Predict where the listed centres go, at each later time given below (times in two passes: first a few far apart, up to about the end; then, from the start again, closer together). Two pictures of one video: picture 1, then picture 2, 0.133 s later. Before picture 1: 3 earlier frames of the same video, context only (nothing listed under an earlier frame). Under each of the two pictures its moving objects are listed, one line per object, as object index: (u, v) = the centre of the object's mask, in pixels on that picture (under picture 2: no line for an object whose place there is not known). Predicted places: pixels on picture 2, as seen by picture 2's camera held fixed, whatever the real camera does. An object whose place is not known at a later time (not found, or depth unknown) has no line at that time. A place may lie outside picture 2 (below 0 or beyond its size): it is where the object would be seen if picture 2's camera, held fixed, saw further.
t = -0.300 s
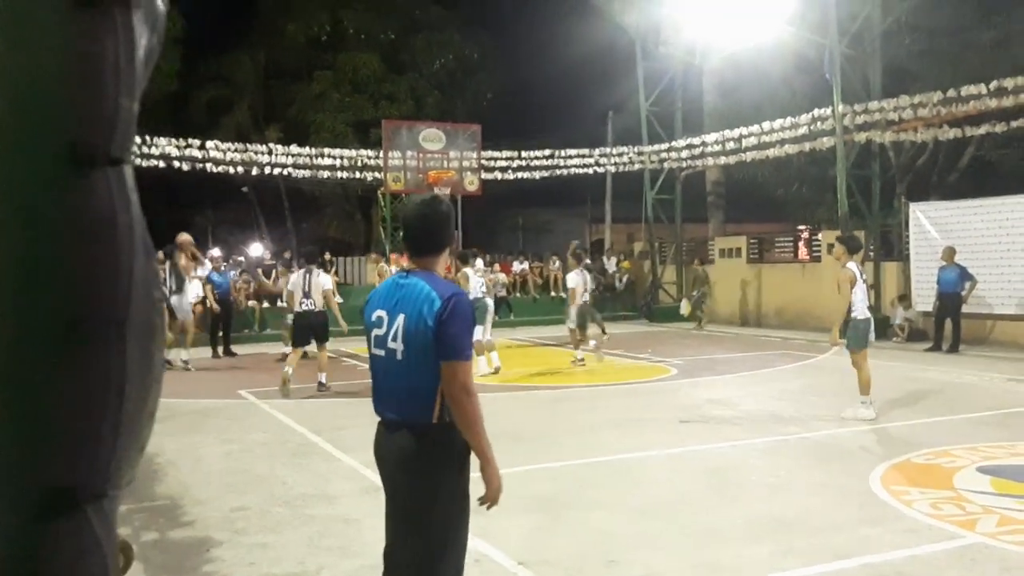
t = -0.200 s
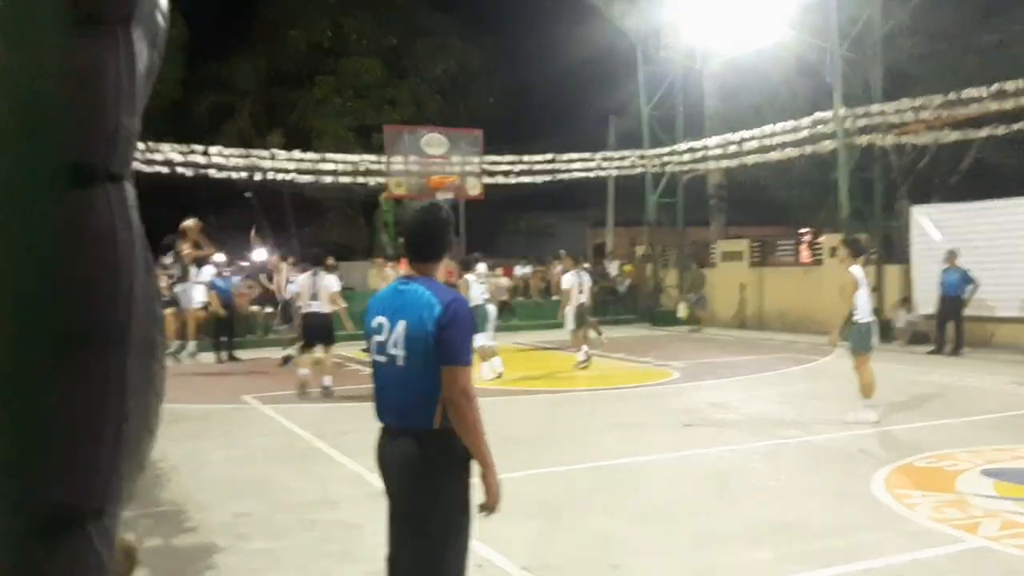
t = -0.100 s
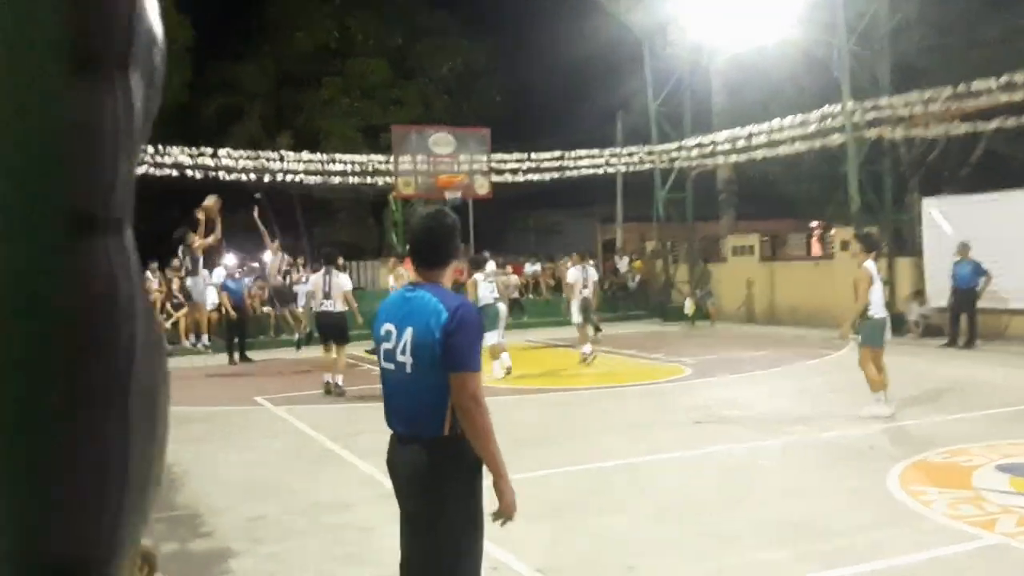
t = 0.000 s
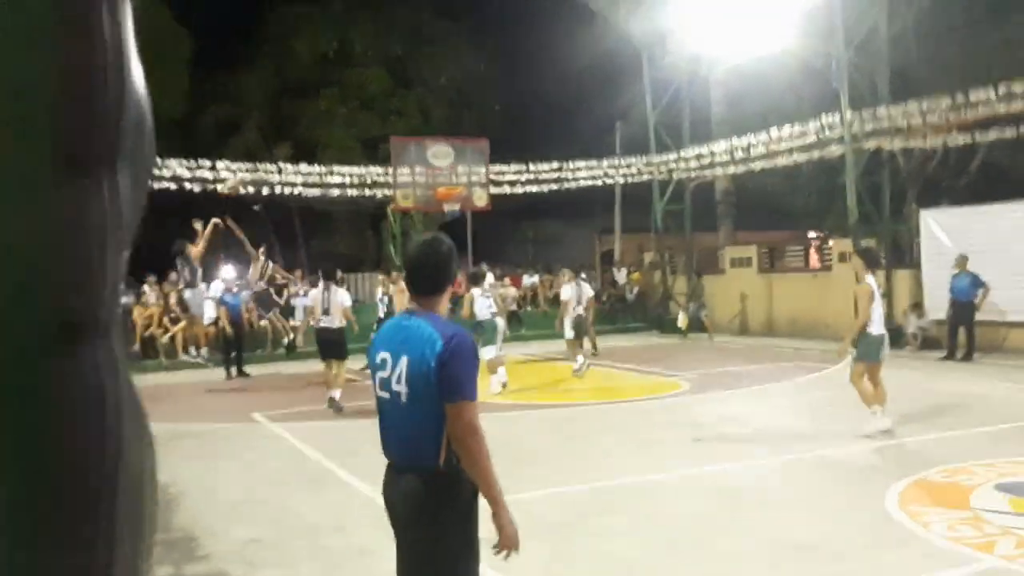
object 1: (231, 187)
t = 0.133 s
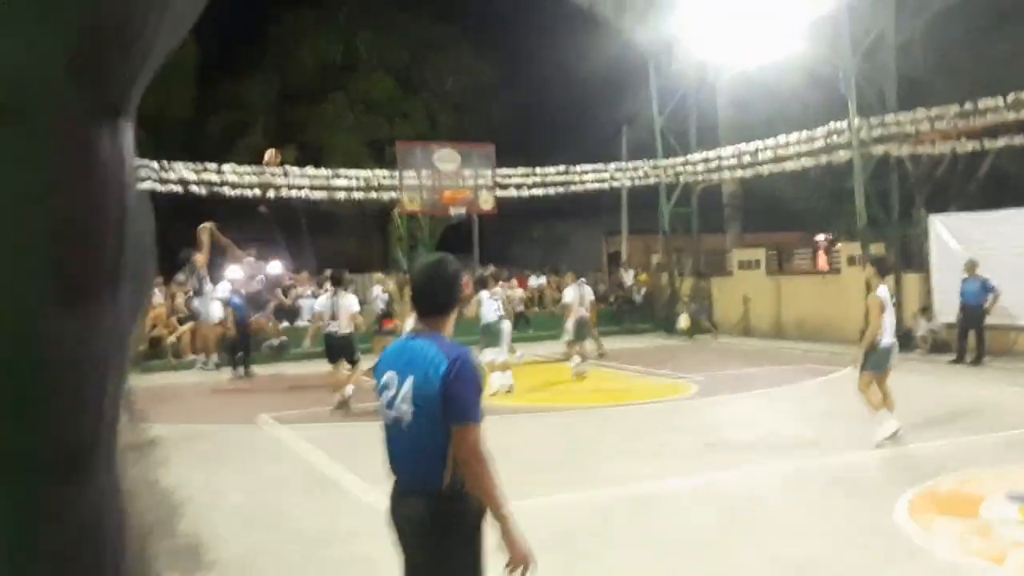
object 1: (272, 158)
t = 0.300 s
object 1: (312, 132)
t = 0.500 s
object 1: (359, 126)
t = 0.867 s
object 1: (437, 181)
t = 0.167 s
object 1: (282, 150)
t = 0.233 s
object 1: (297, 140)
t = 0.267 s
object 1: (303, 137)
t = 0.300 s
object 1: (312, 132)
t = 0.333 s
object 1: (320, 131)
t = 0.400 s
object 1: (336, 127)
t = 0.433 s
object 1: (344, 126)
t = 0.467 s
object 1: (352, 127)
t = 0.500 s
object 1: (359, 126)
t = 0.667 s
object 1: (396, 140)
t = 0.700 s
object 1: (403, 145)
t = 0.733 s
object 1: (411, 150)
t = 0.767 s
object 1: (418, 155)
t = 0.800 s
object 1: (422, 160)
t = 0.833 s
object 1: (429, 167)
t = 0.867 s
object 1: (437, 181)
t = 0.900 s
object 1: (444, 184)
